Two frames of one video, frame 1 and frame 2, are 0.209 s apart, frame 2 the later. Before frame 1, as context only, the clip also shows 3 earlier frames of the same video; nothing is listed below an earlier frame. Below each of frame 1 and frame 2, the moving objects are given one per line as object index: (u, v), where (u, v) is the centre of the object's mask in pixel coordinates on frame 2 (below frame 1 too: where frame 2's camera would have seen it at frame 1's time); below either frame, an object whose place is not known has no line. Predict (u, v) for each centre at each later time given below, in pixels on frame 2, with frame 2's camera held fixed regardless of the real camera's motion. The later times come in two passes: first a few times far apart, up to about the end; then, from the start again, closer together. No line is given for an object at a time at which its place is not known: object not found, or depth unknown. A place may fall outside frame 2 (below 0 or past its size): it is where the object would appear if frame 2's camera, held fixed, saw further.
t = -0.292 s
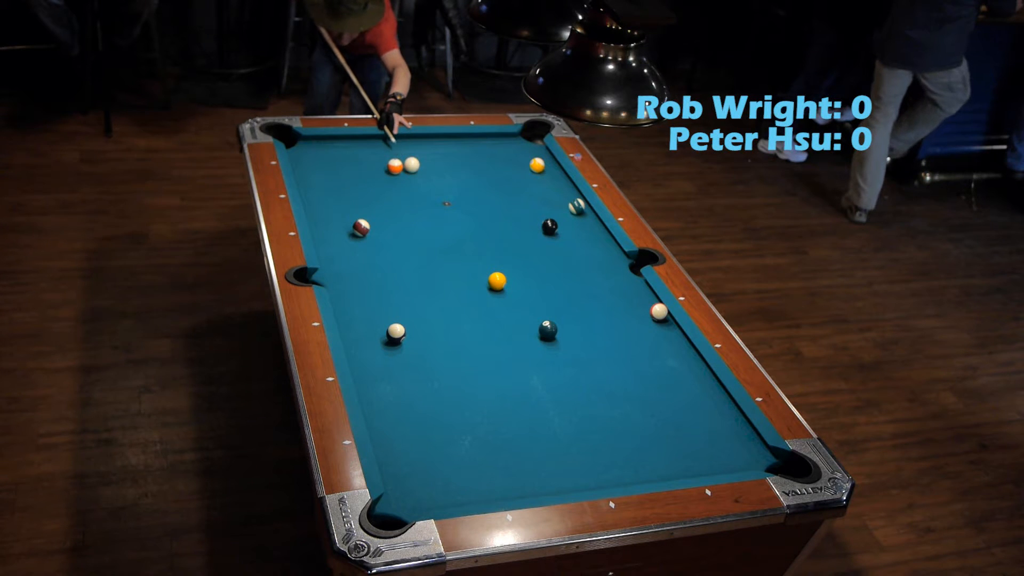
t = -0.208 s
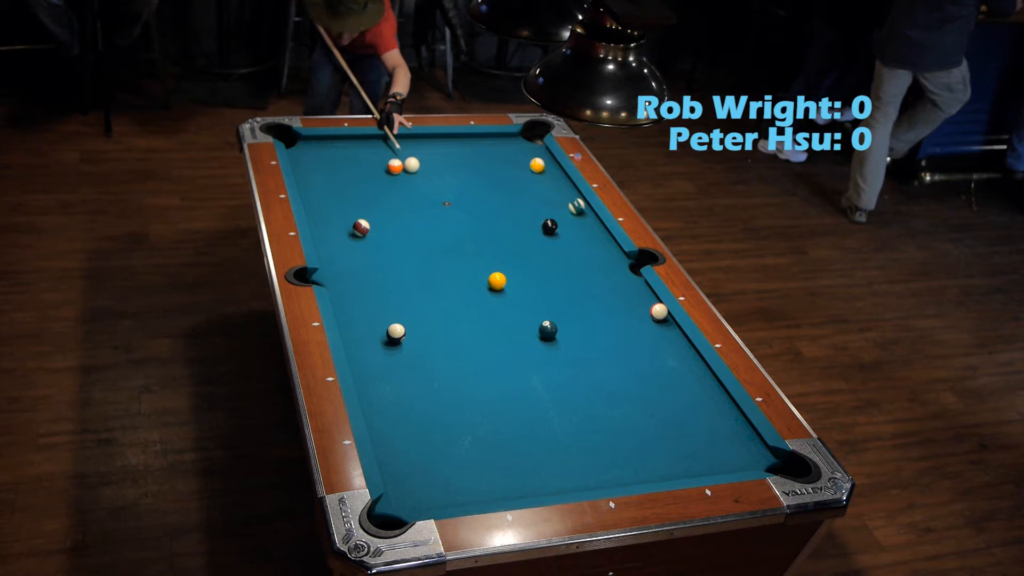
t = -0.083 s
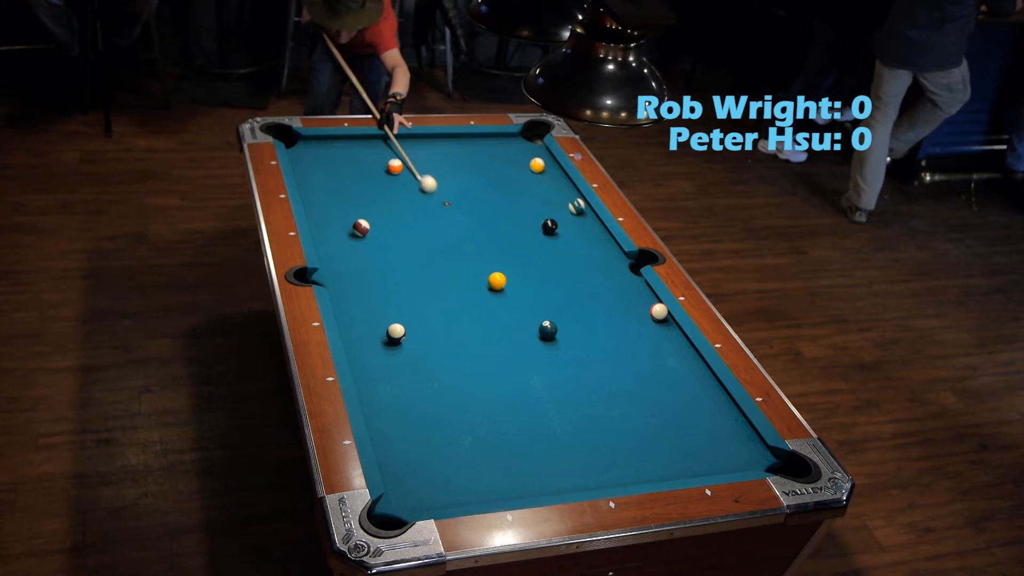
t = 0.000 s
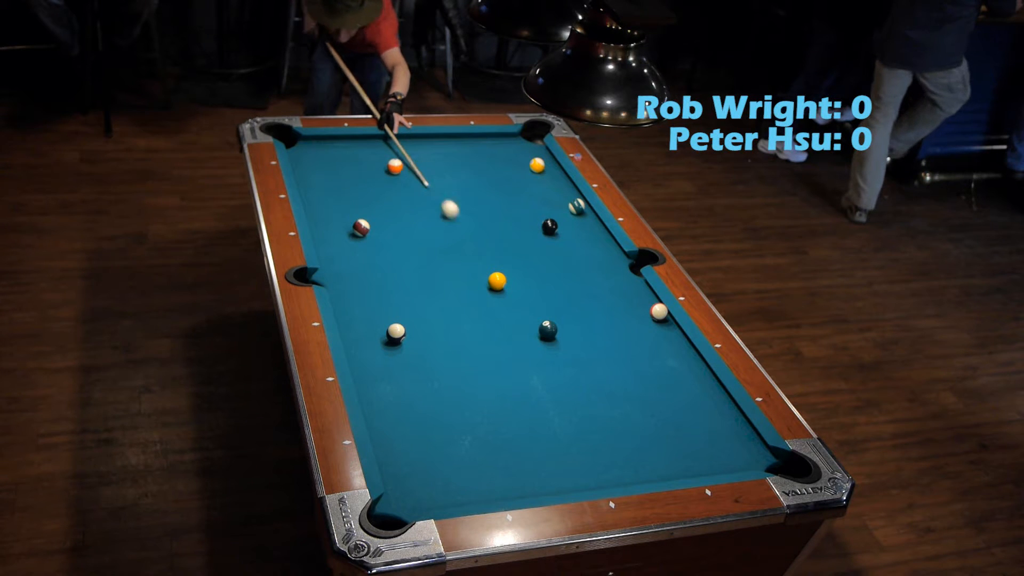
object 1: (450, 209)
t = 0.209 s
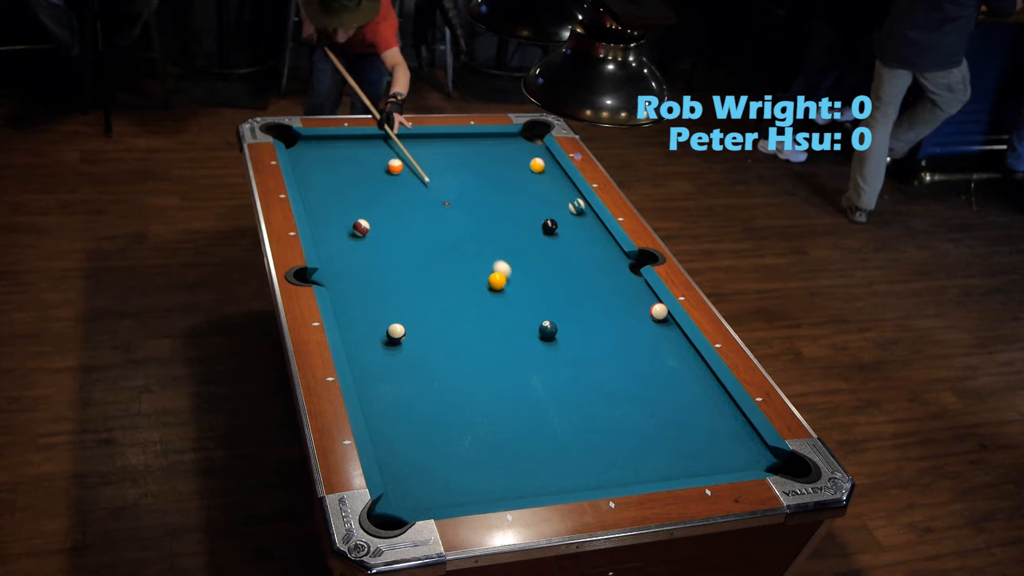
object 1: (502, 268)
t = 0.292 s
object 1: (526, 281)
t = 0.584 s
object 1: (603, 309)
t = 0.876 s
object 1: (678, 337)
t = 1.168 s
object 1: (666, 359)
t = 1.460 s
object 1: (656, 382)
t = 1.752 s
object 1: (645, 404)
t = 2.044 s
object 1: (635, 426)
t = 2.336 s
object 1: (625, 447)
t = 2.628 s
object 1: (615, 468)
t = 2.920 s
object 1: (603, 480)
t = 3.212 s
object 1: (590, 476)
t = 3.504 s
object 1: (579, 470)
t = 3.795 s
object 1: (570, 467)
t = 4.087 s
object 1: (564, 464)
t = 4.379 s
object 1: (561, 462)
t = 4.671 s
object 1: (561, 462)
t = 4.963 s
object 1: (561, 462)
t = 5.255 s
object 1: (561, 462)
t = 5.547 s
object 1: (561, 462)
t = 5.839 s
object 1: (561, 463)
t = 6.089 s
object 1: (561, 463)
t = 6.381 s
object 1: (561, 463)
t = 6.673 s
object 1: (561, 463)
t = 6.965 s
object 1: (561, 463)
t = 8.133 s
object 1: (561, 462)
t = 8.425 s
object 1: (561, 462)
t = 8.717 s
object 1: (561, 462)
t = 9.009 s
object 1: (561, 462)
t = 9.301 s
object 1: (561, 462)
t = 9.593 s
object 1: (561, 462)
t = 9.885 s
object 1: (561, 462)
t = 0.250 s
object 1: (514, 276)
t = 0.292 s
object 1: (526, 281)
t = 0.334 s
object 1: (537, 285)
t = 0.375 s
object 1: (548, 288)
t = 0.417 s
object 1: (559, 293)
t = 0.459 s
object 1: (570, 297)
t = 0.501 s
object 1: (581, 301)
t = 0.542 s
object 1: (592, 305)
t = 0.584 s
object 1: (603, 309)
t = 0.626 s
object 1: (614, 313)
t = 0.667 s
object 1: (625, 317)
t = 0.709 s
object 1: (636, 321)
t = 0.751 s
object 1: (648, 325)
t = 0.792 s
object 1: (659, 329)
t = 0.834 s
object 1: (670, 333)
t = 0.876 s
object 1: (678, 337)
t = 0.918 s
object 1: (675, 340)
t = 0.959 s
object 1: (673, 343)
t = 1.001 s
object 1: (672, 347)
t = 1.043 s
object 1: (670, 350)
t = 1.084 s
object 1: (669, 353)
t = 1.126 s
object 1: (667, 356)
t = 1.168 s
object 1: (666, 359)
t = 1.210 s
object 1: (665, 363)
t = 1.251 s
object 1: (663, 366)
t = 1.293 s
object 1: (661, 369)
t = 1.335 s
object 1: (660, 372)
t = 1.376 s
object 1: (659, 375)
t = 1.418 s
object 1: (657, 378)
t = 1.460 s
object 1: (656, 382)
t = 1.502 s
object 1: (654, 385)
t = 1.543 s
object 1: (653, 388)
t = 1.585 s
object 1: (651, 391)
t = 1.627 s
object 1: (650, 394)
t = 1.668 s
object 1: (648, 397)
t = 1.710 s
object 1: (646, 401)
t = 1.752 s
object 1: (645, 404)
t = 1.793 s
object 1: (643, 407)
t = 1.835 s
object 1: (642, 410)
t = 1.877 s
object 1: (640, 413)
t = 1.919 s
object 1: (639, 416)
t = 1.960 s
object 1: (637, 420)
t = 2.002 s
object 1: (636, 423)
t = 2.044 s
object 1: (635, 426)
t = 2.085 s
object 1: (633, 429)
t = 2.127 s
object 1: (632, 432)
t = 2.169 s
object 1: (630, 435)
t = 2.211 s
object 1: (629, 438)
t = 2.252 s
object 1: (627, 441)
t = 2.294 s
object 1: (626, 444)
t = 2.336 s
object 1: (625, 447)
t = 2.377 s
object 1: (623, 450)
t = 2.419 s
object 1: (622, 453)
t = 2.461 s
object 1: (620, 456)
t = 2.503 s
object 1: (619, 459)
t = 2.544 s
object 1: (617, 462)
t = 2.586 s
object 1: (616, 465)
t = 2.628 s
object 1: (615, 468)
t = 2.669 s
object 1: (613, 471)
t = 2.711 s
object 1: (612, 474)
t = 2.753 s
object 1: (610, 476)
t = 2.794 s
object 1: (609, 478)
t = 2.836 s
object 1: (607, 480)
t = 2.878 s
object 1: (606, 481)
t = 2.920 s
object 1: (603, 480)
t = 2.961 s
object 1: (601, 480)
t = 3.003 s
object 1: (599, 479)
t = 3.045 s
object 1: (597, 479)
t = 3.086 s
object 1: (595, 478)
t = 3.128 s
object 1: (593, 478)
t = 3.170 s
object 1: (591, 477)
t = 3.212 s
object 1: (590, 476)
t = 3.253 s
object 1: (588, 475)
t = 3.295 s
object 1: (586, 474)
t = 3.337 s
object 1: (584, 473)
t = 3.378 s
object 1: (583, 472)
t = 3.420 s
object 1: (581, 472)
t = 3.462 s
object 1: (580, 471)
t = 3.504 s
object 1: (579, 470)
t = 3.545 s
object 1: (577, 470)
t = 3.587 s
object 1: (576, 469)
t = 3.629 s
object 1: (575, 468)
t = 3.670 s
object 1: (573, 468)
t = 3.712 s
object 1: (572, 468)
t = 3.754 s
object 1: (571, 467)
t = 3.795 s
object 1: (570, 467)
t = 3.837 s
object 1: (569, 466)
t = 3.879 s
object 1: (568, 466)
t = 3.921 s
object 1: (567, 465)
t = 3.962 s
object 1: (567, 465)
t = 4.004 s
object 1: (566, 465)
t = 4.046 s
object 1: (565, 464)
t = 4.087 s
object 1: (564, 464)
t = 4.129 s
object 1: (564, 464)
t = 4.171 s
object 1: (563, 463)
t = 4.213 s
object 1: (562, 463)
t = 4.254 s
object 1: (562, 463)
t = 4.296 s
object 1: (562, 462)
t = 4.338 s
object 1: (561, 462)
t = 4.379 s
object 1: (561, 462)
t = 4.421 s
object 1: (561, 462)
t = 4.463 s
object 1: (561, 462)
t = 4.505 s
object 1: (561, 462)
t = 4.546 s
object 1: (561, 462)
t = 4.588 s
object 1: (561, 462)
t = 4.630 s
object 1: (561, 462)
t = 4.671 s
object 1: (561, 462)
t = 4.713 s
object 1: (561, 462)
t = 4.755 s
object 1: (561, 462)
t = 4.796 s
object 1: (561, 462)
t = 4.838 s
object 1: (561, 462)
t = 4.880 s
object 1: (561, 462)
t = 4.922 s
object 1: (561, 462)
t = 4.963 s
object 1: (561, 462)
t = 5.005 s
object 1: (561, 462)
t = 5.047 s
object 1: (561, 462)
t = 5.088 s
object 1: (561, 462)
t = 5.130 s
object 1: (561, 462)
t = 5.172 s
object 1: (561, 462)
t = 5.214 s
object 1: (561, 462)
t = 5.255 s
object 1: (561, 462)
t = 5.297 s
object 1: (561, 462)
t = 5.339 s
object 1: (561, 462)
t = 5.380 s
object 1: (561, 462)
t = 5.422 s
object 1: (561, 462)
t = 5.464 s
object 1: (561, 462)
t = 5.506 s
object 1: (561, 462)
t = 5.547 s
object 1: (561, 462)
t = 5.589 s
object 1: (561, 463)
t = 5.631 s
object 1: (561, 463)
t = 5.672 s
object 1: (561, 463)
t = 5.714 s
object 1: (561, 463)
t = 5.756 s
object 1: (561, 463)
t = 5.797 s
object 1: (561, 463)
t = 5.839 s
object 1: (561, 463)
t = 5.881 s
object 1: (561, 463)
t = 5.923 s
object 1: (561, 463)
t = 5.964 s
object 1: (561, 463)
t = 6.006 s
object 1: (561, 463)
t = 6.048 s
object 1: (561, 463)
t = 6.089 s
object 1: (561, 463)
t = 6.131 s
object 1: (561, 463)
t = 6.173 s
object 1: (561, 463)
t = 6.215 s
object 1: (561, 463)
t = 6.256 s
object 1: (561, 463)
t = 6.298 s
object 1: (561, 463)
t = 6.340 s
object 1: (561, 463)
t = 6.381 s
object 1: (561, 463)
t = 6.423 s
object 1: (561, 463)
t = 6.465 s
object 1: (561, 463)
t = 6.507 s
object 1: (561, 463)
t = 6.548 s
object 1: (561, 463)
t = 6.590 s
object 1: (561, 463)
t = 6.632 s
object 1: (561, 463)
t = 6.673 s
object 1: (561, 463)
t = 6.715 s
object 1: (561, 462)
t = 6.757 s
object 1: (561, 463)
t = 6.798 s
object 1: (561, 463)
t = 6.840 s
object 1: (561, 463)
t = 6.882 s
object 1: (561, 463)
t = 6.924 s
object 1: (561, 462)
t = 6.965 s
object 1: (561, 463)
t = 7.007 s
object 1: (561, 463)
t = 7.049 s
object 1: (561, 463)
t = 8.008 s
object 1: (561, 462)
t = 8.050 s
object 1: (561, 462)
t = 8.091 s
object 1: (561, 462)
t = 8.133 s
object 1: (561, 462)
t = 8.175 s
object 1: (561, 462)
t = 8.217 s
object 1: (561, 462)
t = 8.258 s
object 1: (561, 462)
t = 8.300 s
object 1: (561, 462)
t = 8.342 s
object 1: (561, 462)
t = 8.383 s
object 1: (561, 462)
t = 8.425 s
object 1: (561, 462)
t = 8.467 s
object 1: (561, 462)
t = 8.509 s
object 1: (561, 462)
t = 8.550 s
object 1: (561, 462)
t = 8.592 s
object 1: (561, 462)
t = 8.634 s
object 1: (561, 462)
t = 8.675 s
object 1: (561, 462)
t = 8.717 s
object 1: (561, 462)
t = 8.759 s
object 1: (561, 462)
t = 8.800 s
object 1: (561, 462)
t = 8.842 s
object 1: (561, 462)
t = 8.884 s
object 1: (561, 462)
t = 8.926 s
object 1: (561, 462)
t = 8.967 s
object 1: (561, 462)
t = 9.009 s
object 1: (561, 462)
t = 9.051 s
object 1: (561, 462)
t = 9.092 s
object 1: (561, 462)
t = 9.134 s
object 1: (561, 462)
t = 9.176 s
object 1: (561, 462)
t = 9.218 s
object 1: (561, 462)
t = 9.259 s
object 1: (561, 462)
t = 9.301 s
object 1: (561, 462)
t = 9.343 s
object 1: (561, 462)
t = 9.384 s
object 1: (561, 462)
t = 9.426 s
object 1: (561, 462)
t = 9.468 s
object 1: (561, 462)
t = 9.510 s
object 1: (561, 462)
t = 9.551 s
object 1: (561, 462)
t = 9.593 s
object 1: (561, 462)
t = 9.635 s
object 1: (561, 462)
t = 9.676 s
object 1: (561, 462)
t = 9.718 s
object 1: (561, 462)
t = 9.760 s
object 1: (561, 462)
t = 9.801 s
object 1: (561, 462)
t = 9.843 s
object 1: (561, 462)
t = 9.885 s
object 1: (561, 462)
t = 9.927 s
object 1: (561, 462)
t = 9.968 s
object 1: (561, 462)
